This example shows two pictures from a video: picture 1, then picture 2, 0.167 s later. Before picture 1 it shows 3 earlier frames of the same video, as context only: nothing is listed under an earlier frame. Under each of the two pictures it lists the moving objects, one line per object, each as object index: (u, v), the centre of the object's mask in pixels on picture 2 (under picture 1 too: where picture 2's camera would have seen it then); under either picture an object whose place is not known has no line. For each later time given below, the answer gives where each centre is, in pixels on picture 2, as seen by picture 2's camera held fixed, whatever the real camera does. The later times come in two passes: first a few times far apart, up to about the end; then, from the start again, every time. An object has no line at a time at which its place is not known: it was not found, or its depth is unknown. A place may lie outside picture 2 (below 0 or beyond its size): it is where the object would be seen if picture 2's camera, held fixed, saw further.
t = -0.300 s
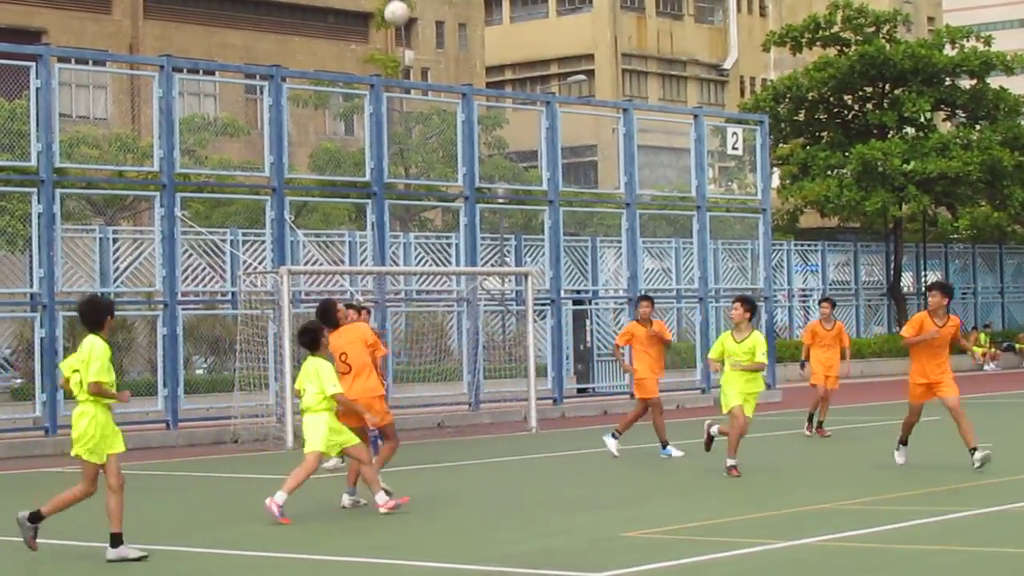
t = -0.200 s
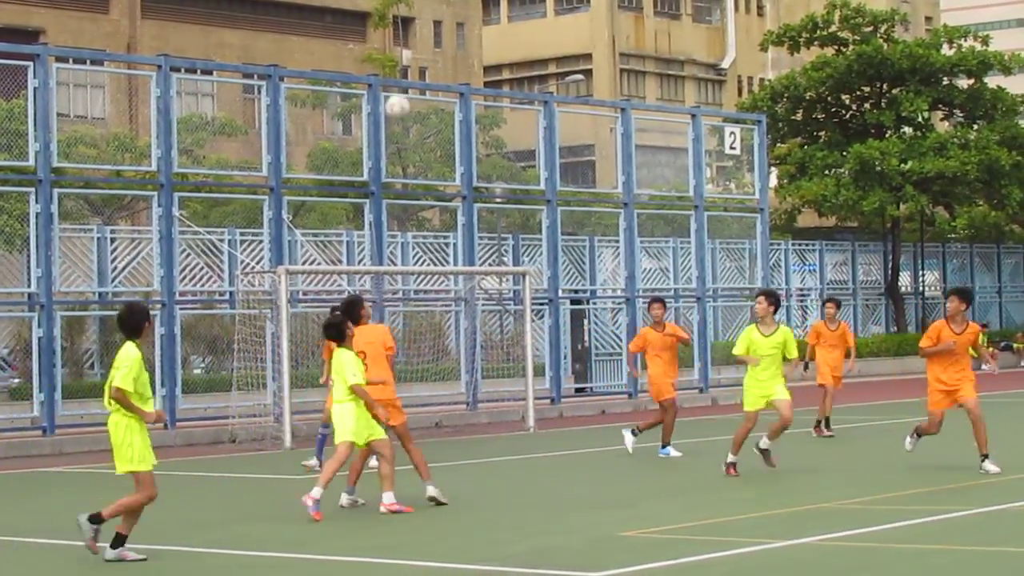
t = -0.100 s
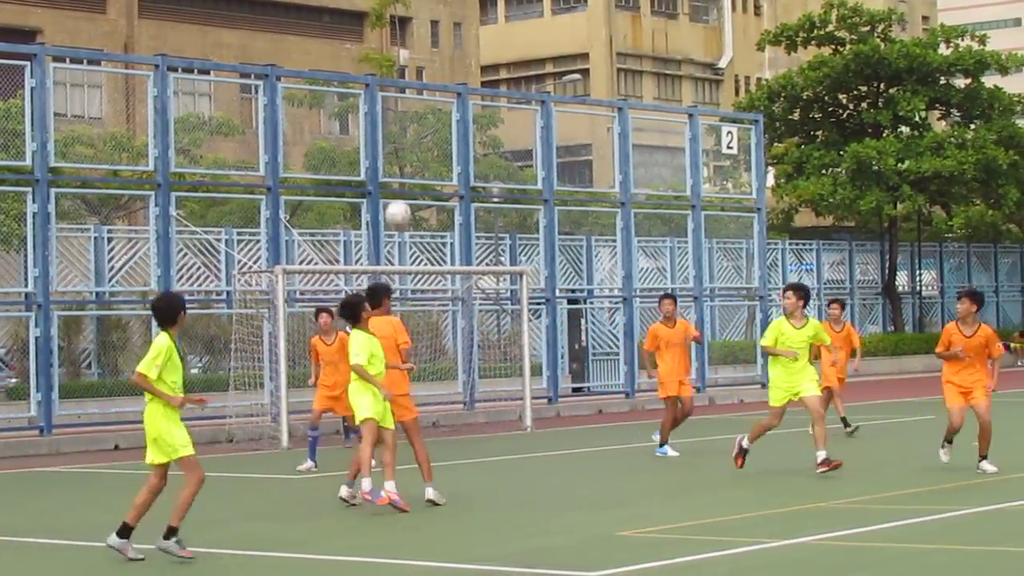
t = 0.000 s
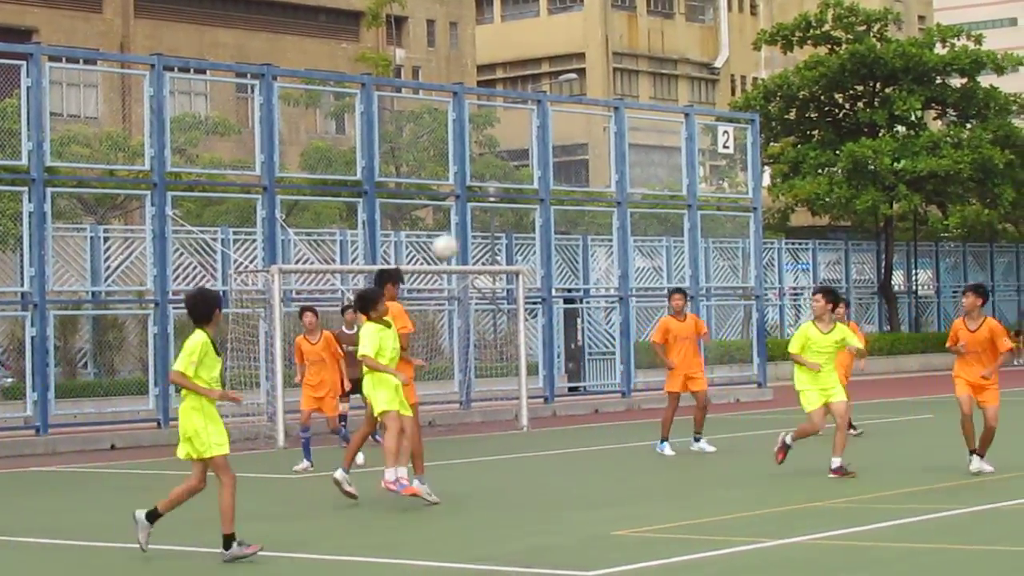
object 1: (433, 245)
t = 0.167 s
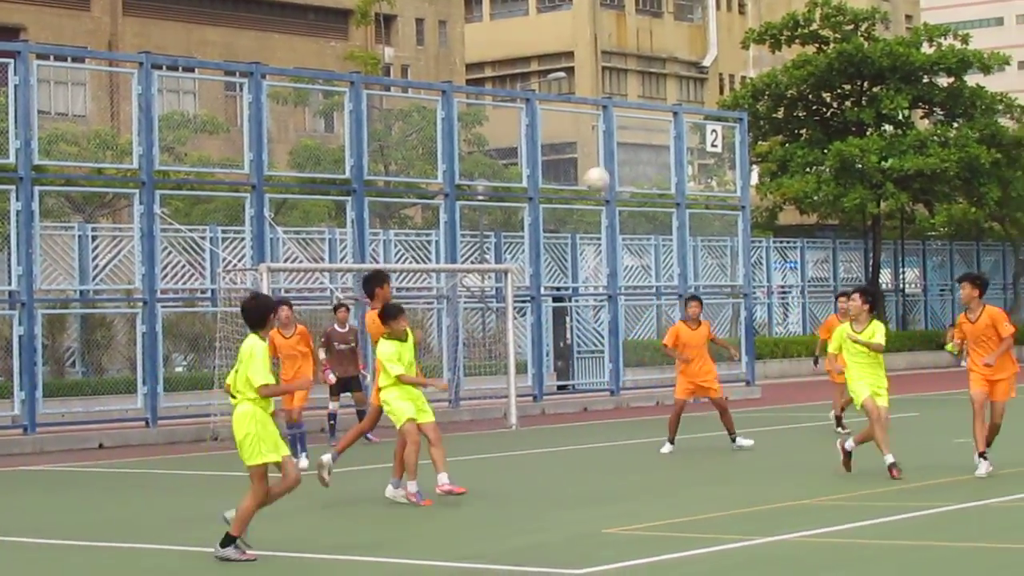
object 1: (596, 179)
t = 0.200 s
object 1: (628, 171)
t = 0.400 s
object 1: (810, 148)
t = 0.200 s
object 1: (628, 171)
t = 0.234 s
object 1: (659, 163)
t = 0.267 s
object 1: (690, 156)
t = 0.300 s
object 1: (721, 152)
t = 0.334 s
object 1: (751, 149)
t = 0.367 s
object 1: (780, 149)
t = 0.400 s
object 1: (810, 148)
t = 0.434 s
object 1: (839, 149)
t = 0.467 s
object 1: (868, 152)
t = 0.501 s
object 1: (896, 156)
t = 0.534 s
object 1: (924, 161)
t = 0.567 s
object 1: (952, 167)
